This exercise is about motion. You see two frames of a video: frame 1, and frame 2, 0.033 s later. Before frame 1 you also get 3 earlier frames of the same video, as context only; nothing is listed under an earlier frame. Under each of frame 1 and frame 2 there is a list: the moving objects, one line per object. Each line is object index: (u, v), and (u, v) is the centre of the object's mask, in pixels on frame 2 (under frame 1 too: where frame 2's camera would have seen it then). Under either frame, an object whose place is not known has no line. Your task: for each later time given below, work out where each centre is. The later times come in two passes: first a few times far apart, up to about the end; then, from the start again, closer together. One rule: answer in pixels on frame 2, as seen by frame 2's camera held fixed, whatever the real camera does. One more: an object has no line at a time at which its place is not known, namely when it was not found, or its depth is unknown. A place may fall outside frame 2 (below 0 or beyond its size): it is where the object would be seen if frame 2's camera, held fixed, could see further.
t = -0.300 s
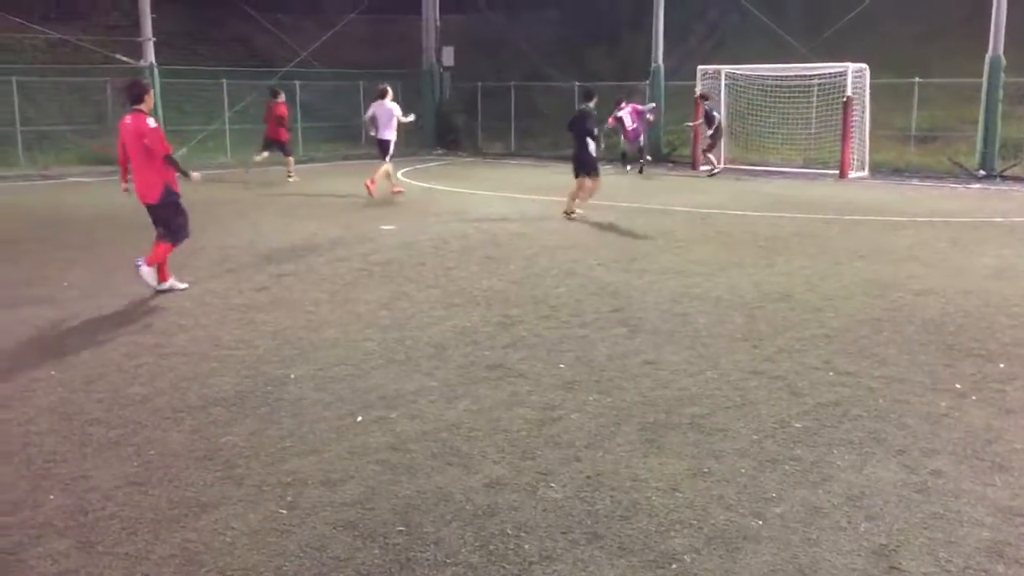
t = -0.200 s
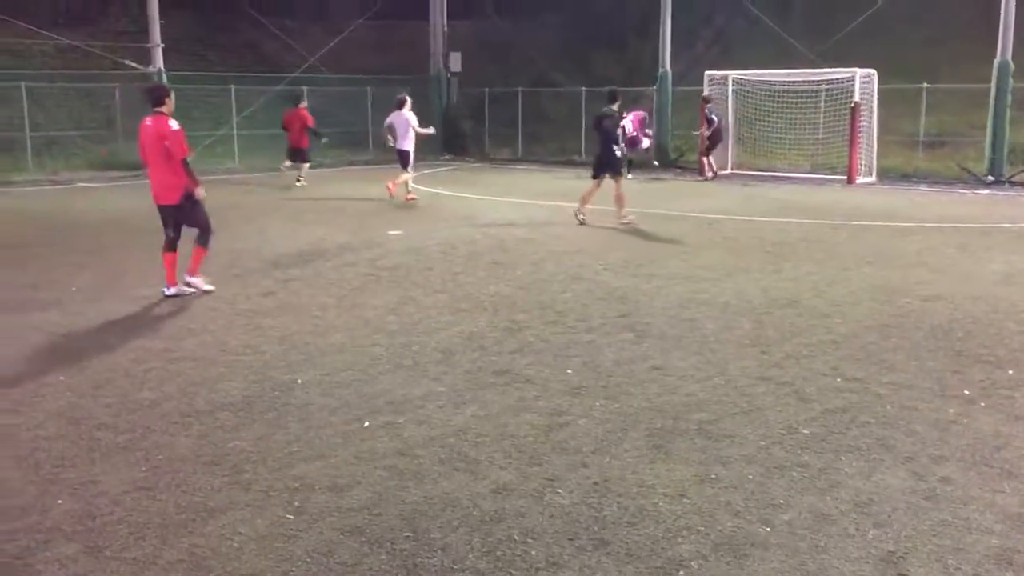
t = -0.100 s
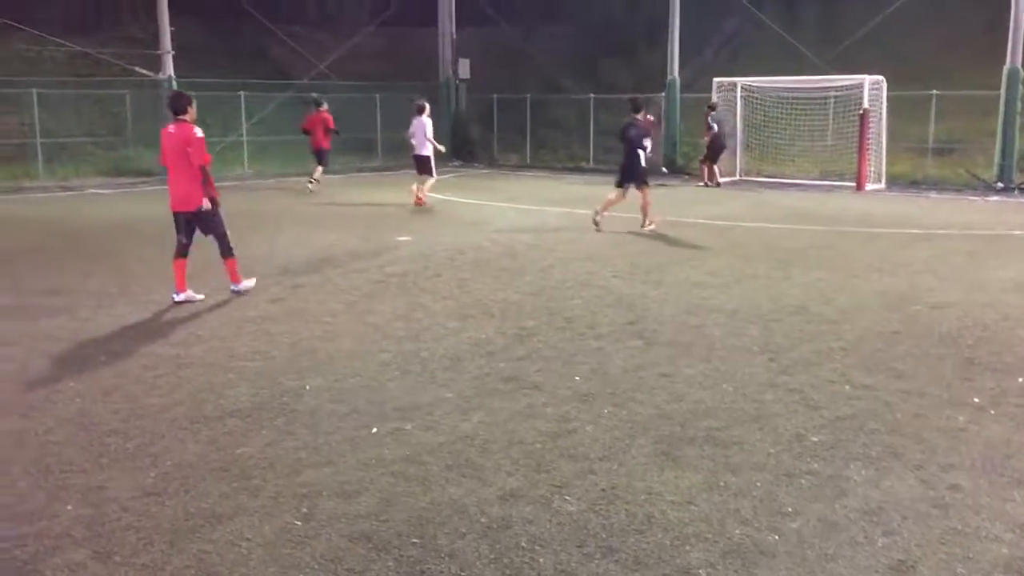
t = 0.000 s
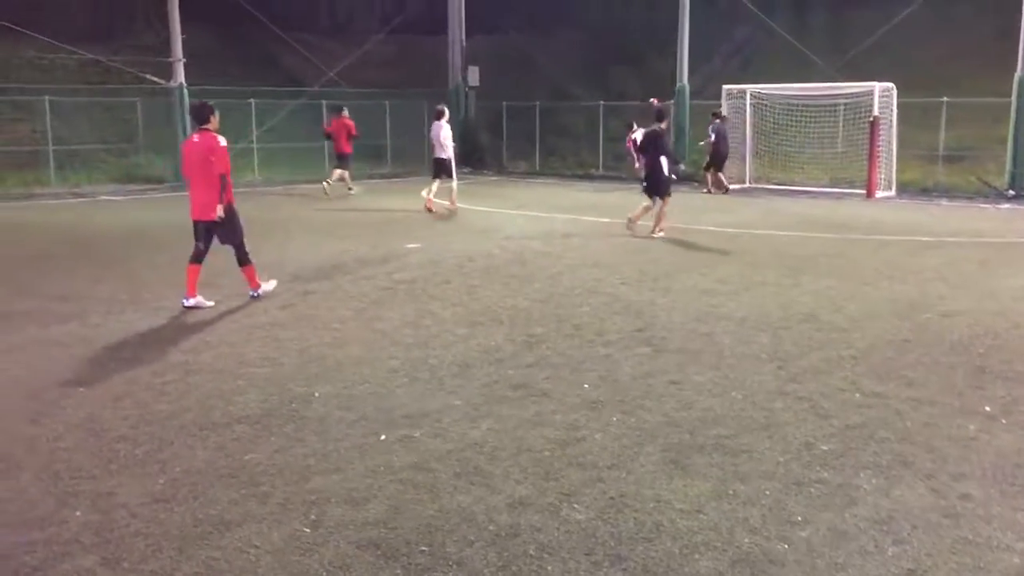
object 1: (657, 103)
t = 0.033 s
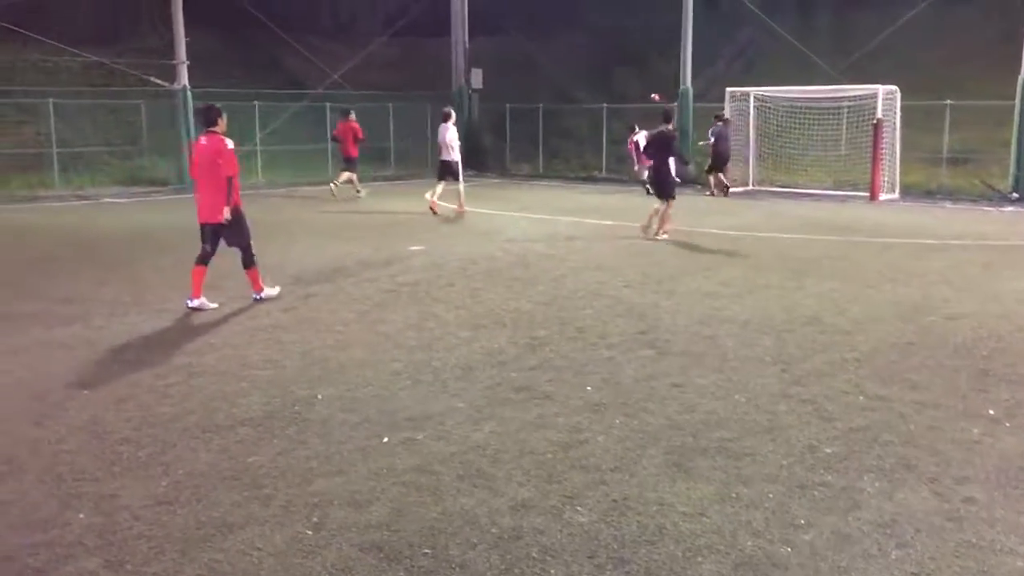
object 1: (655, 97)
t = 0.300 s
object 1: (634, 59)
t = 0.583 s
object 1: (617, 62)
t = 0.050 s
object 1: (654, 93)
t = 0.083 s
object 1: (652, 87)
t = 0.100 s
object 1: (650, 84)
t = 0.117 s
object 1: (649, 82)
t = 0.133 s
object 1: (648, 79)
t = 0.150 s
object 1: (647, 76)
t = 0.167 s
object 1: (646, 74)
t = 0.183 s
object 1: (645, 72)
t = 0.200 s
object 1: (644, 70)
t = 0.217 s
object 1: (643, 68)
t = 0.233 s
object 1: (642, 66)
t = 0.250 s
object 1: (640, 64)
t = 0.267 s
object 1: (639, 62)
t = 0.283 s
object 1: (637, 61)
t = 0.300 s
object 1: (634, 59)
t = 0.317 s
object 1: (634, 59)
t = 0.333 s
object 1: (634, 58)
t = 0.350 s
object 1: (633, 57)
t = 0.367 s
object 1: (632, 57)
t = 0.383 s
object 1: (631, 57)
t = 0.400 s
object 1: (630, 57)
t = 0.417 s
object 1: (629, 56)
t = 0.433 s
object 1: (628, 56)
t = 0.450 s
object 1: (627, 56)
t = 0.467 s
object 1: (626, 56)
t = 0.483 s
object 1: (625, 57)
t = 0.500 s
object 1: (623, 58)
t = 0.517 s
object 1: (622, 58)
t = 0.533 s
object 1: (621, 59)
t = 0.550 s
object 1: (620, 60)
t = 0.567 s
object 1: (618, 61)
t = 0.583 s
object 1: (617, 62)
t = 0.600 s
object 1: (616, 63)
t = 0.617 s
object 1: (615, 65)
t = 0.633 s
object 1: (614, 66)
